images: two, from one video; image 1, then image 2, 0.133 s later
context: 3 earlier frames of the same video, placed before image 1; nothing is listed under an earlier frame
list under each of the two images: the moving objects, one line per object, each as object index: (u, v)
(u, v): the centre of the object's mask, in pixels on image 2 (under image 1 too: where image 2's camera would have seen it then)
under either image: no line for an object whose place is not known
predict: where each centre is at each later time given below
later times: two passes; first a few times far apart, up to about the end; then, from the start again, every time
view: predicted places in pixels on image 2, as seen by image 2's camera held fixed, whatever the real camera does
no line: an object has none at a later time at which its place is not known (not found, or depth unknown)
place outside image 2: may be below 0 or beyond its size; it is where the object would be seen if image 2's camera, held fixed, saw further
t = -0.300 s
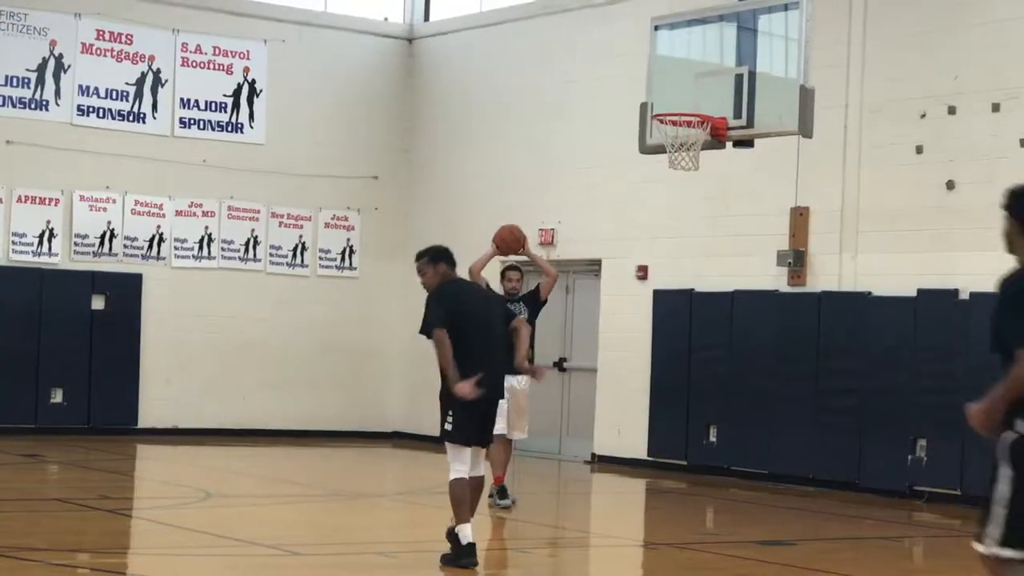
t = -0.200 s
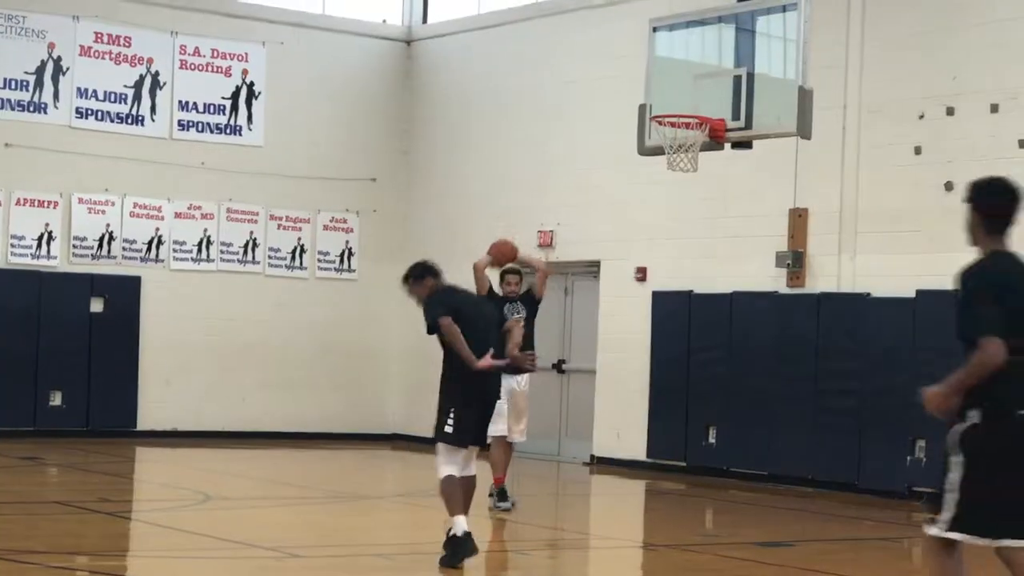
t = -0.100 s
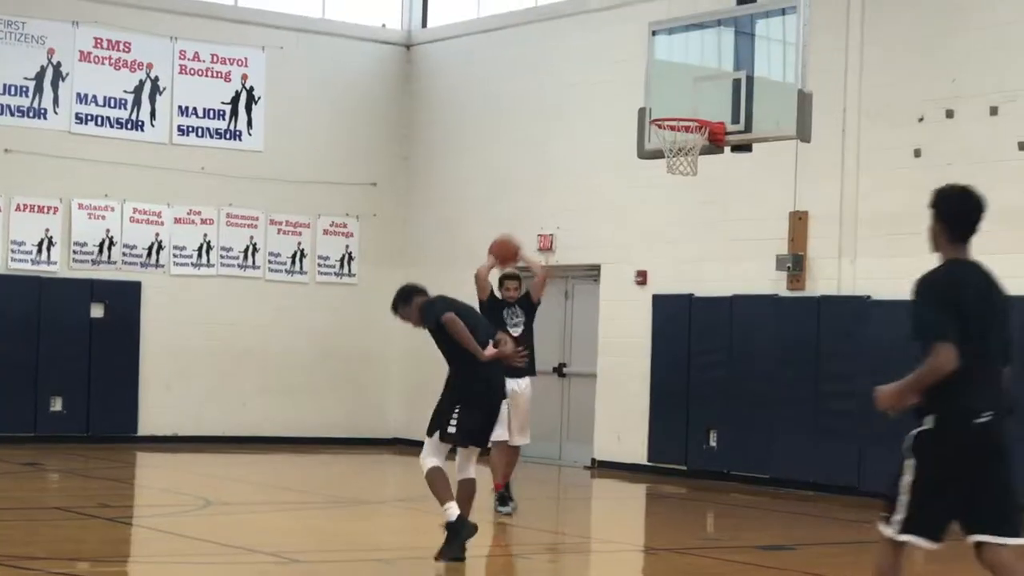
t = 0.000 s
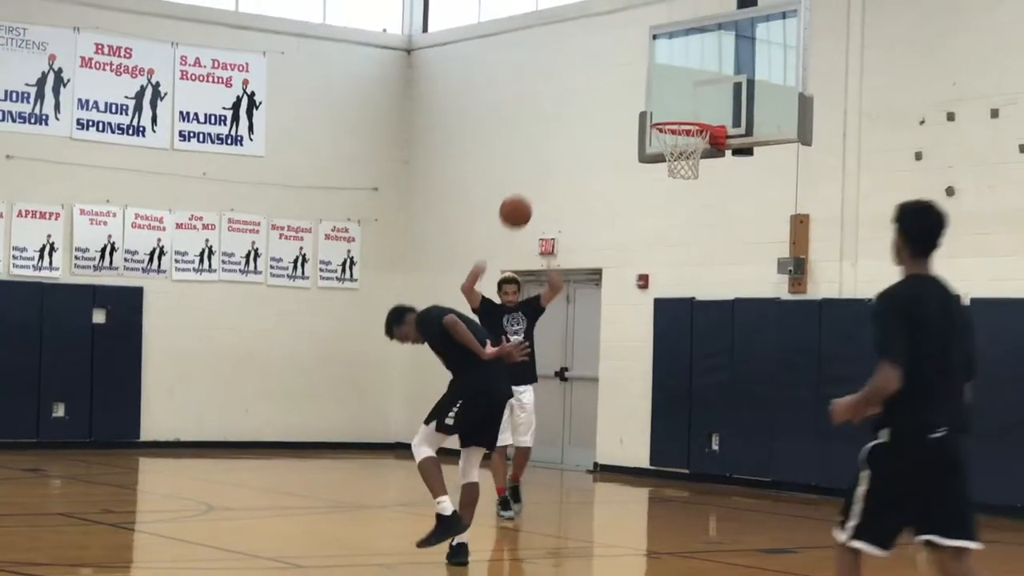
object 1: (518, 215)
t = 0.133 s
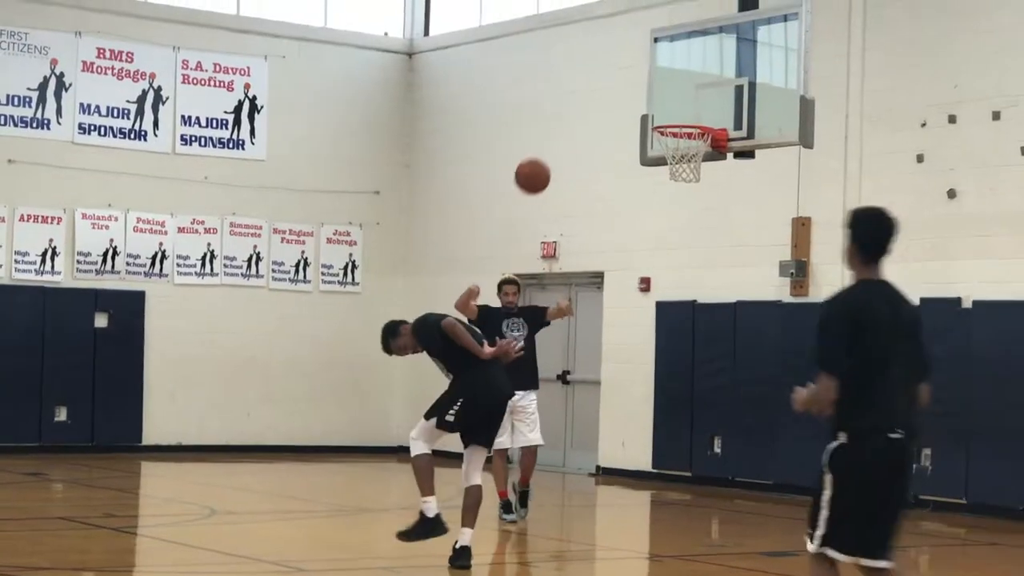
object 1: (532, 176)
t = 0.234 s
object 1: (546, 159)
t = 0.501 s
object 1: (591, 185)
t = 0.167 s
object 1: (537, 169)
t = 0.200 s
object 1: (541, 164)
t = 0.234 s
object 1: (546, 159)
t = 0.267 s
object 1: (550, 156)
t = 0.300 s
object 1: (556, 155)
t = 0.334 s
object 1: (561, 155)
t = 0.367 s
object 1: (567, 157)
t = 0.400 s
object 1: (572, 160)
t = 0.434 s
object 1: (578, 166)
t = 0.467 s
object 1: (585, 174)
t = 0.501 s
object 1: (591, 185)
